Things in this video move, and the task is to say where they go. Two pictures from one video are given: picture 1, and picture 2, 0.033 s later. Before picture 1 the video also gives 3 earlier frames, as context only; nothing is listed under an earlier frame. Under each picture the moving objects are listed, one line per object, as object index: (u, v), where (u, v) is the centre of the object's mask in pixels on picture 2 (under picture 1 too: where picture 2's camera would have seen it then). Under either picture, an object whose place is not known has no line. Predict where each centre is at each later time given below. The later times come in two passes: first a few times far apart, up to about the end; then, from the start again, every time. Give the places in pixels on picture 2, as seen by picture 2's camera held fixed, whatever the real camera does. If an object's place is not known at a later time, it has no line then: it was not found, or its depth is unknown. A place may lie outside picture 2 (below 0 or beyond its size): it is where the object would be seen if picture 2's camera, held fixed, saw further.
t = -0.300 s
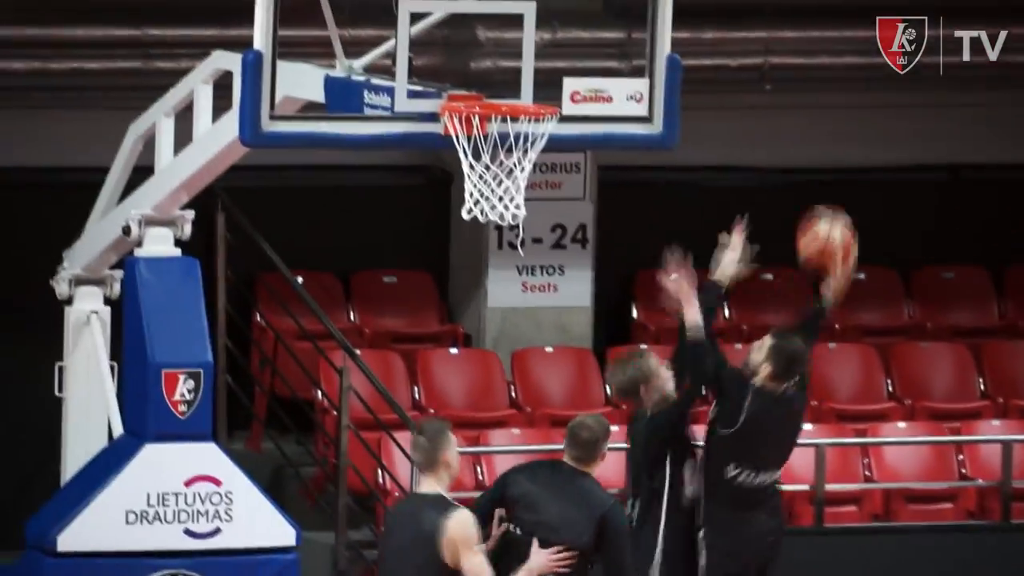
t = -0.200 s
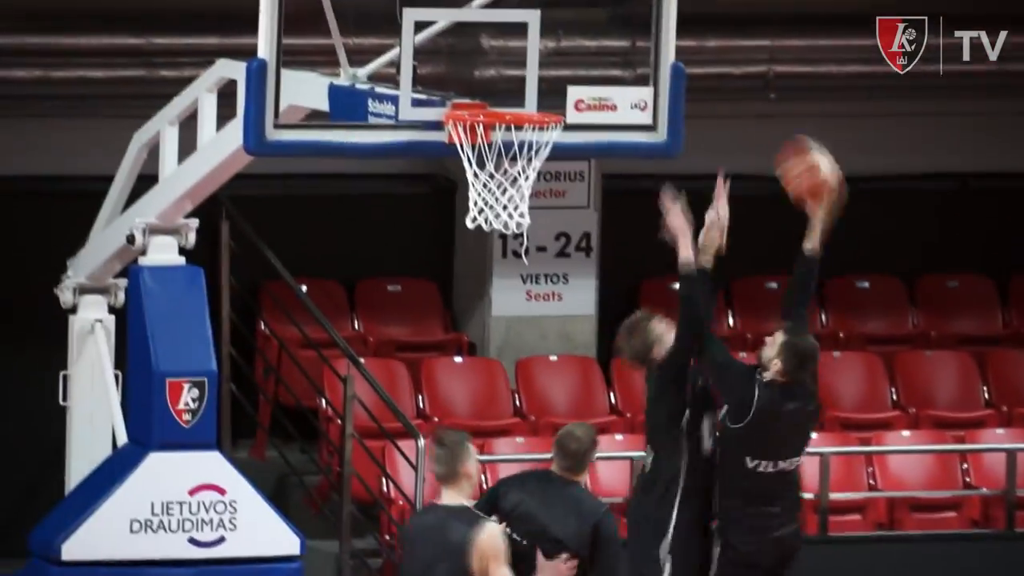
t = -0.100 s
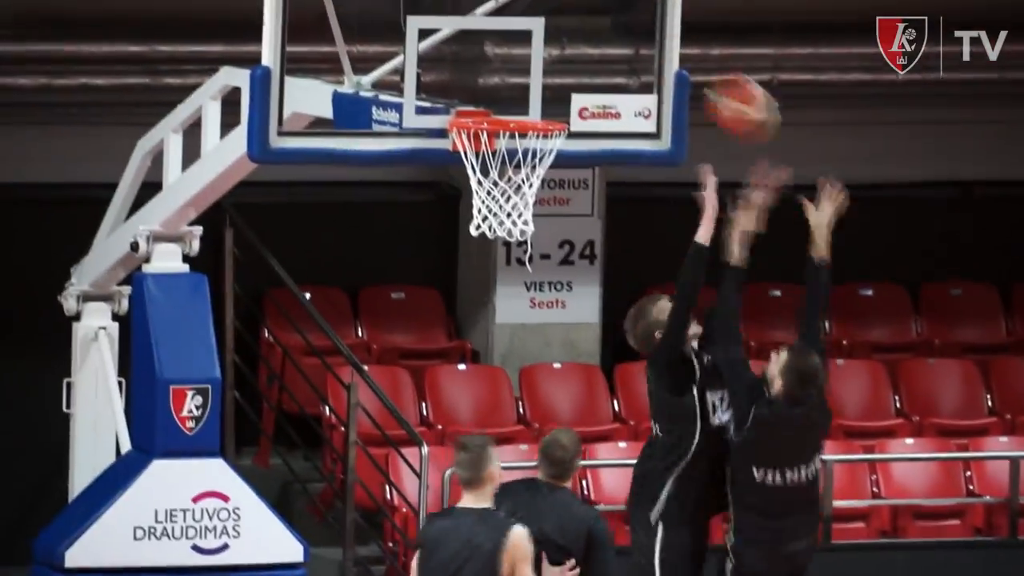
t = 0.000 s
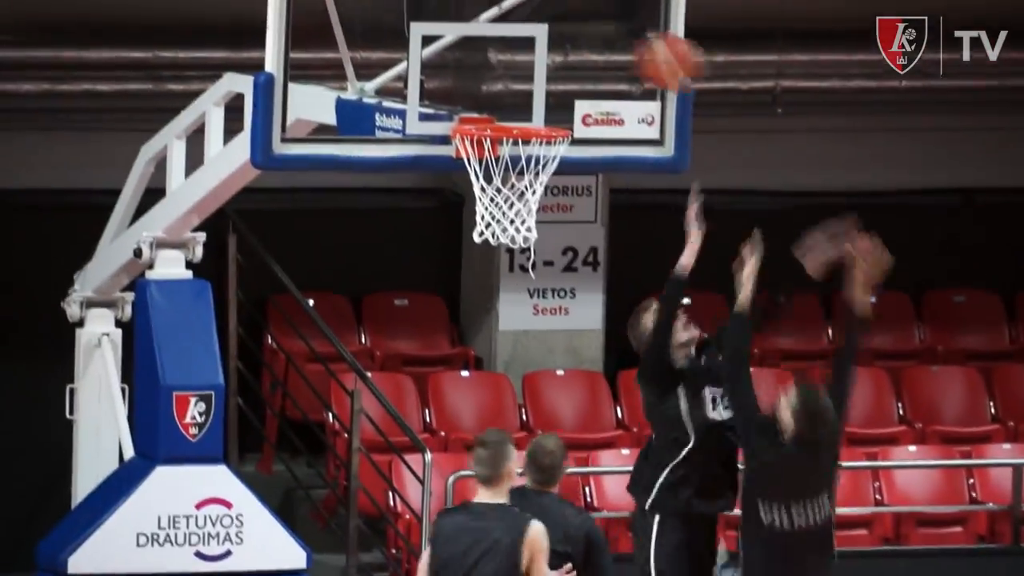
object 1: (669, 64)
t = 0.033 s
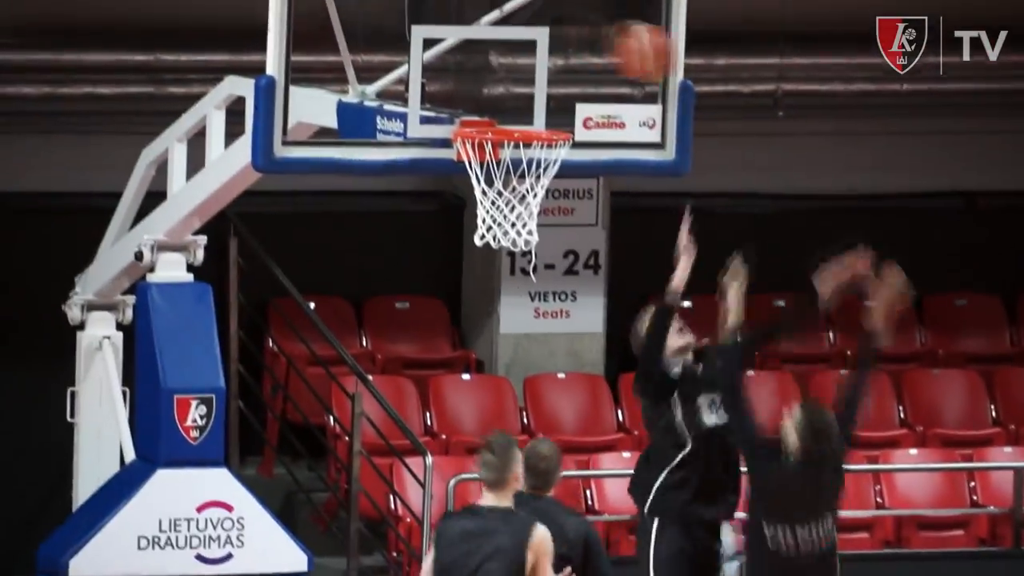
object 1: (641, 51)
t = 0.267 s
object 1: (527, 57)
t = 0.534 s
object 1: (537, 193)
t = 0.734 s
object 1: (550, 219)
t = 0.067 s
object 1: (618, 42)
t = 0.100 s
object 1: (592, 34)
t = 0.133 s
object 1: (567, 31)
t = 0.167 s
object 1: (553, 32)
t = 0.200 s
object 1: (545, 37)
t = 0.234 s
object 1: (536, 44)
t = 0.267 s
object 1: (527, 57)
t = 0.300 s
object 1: (517, 72)
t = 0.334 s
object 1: (509, 87)
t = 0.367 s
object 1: (502, 101)
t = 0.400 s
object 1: (496, 113)
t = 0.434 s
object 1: (498, 141)
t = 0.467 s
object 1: (513, 162)
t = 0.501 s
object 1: (524, 178)
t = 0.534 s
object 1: (537, 193)
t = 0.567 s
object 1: (547, 202)
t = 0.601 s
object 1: (551, 205)
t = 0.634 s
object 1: (552, 206)
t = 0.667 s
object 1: (552, 208)
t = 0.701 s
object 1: (551, 213)
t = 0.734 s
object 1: (550, 219)
